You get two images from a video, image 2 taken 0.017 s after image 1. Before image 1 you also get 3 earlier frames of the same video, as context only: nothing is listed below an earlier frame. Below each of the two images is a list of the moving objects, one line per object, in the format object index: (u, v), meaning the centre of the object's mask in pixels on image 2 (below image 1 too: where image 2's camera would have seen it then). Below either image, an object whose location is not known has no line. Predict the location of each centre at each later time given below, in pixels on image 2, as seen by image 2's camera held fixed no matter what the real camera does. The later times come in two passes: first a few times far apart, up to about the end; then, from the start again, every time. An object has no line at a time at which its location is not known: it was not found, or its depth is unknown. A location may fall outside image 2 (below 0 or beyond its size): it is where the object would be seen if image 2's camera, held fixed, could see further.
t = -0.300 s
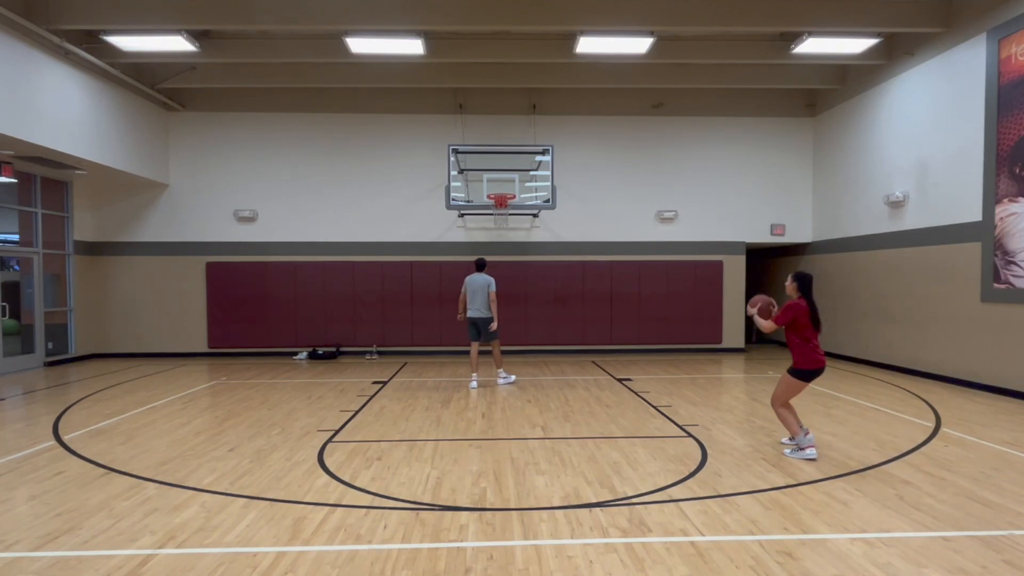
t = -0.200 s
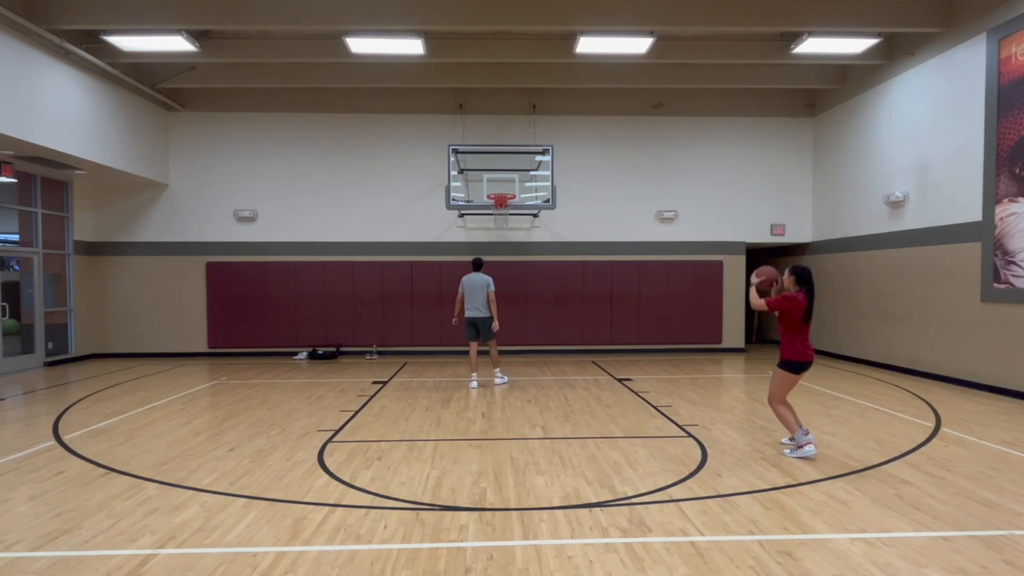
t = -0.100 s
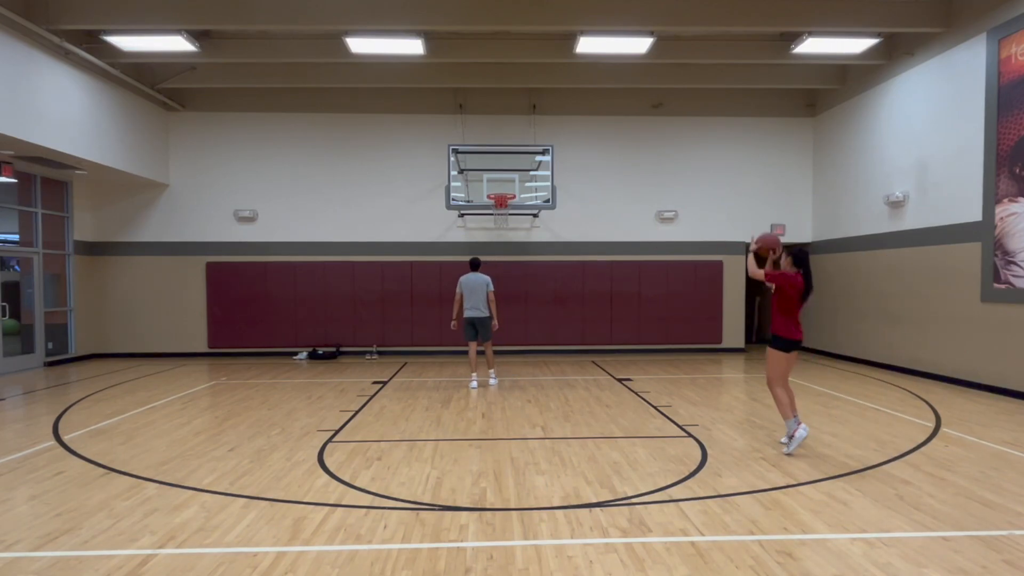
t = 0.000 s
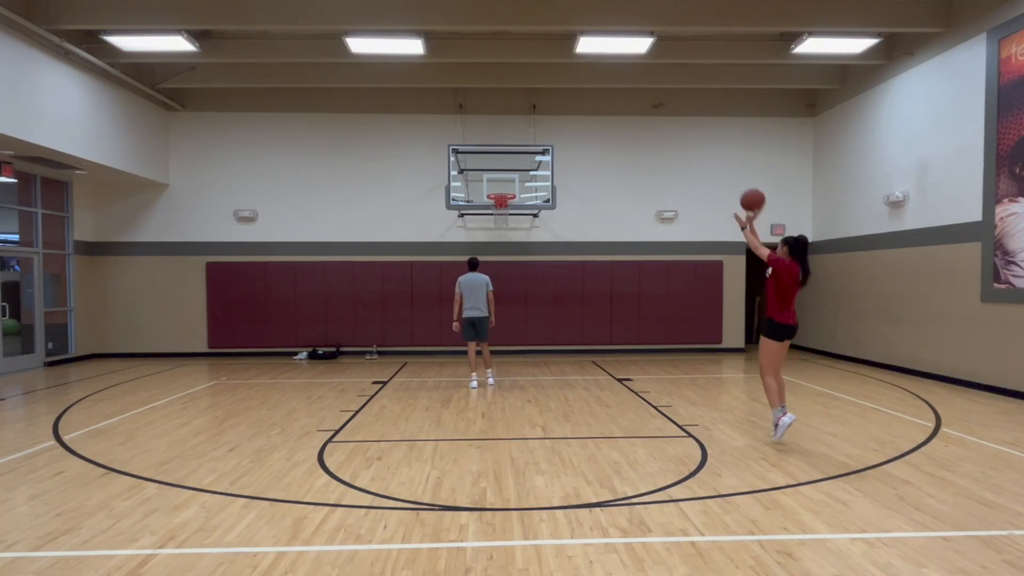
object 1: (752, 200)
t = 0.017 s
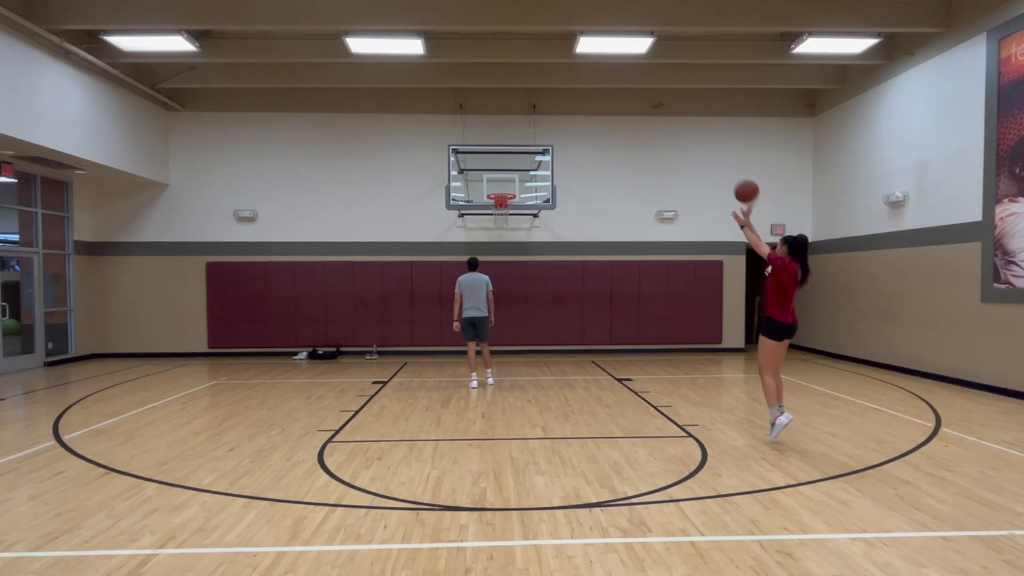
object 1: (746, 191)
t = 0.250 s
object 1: (666, 108)
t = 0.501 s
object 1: (600, 86)
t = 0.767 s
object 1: (548, 115)
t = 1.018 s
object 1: (509, 174)
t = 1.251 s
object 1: (497, 217)
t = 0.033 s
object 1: (740, 183)
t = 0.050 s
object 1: (733, 175)
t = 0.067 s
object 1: (727, 167)
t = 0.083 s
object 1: (721, 160)
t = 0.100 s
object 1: (715, 153)
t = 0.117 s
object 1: (709, 147)
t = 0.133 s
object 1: (703, 141)
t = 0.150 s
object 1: (697, 135)
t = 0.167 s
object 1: (692, 130)
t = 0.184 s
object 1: (686, 125)
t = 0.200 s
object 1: (681, 120)
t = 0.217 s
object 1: (676, 116)
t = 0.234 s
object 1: (671, 112)
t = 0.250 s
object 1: (666, 108)
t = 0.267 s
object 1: (660, 105)
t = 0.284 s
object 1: (655, 102)
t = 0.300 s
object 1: (650, 99)
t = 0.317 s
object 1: (646, 97)
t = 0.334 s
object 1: (641, 95)
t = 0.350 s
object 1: (637, 93)
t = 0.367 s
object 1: (633, 91)
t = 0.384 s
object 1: (628, 90)
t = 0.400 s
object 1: (624, 89)
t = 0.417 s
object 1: (619, 88)
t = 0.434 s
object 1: (615, 87)
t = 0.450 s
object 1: (611, 87)
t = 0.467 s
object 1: (607, 86)
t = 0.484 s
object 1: (603, 86)
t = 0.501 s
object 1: (600, 86)
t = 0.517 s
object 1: (596, 87)
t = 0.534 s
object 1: (593, 87)
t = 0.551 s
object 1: (589, 88)
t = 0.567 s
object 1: (586, 89)
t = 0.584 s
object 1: (582, 90)
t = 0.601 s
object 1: (579, 92)
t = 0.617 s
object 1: (576, 94)
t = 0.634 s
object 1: (573, 95)
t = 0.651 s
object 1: (569, 97)
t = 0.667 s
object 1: (566, 99)
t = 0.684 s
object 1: (563, 101)
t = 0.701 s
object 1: (560, 104)
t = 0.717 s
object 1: (557, 106)
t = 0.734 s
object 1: (554, 109)
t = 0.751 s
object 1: (551, 112)
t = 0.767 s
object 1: (548, 115)
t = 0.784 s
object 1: (545, 118)
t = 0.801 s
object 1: (542, 121)
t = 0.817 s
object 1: (539, 125)
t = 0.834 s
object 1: (536, 128)
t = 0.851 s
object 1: (533, 132)
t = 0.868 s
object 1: (531, 135)
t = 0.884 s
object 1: (528, 139)
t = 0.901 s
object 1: (526, 143)
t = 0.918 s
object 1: (523, 147)
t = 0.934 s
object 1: (521, 152)
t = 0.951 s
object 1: (519, 156)
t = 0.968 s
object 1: (516, 160)
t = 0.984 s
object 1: (514, 165)
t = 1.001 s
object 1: (511, 169)
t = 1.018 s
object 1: (509, 174)
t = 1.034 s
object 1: (507, 179)
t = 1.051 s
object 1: (505, 184)
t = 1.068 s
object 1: (502, 188)
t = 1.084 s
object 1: (501, 190)
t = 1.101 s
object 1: (499, 193)
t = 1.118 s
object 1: (497, 196)
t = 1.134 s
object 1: (496, 197)
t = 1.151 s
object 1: (498, 201)
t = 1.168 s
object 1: (498, 202)
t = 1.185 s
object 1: (498, 205)
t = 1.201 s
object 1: (496, 211)
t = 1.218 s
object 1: (497, 213)
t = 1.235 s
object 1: (497, 215)
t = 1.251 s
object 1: (497, 217)
